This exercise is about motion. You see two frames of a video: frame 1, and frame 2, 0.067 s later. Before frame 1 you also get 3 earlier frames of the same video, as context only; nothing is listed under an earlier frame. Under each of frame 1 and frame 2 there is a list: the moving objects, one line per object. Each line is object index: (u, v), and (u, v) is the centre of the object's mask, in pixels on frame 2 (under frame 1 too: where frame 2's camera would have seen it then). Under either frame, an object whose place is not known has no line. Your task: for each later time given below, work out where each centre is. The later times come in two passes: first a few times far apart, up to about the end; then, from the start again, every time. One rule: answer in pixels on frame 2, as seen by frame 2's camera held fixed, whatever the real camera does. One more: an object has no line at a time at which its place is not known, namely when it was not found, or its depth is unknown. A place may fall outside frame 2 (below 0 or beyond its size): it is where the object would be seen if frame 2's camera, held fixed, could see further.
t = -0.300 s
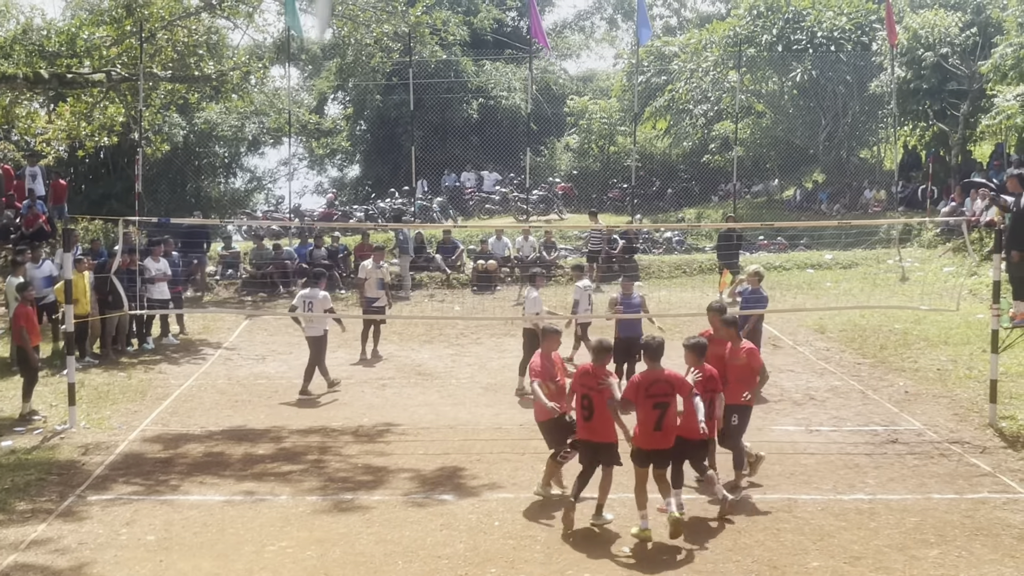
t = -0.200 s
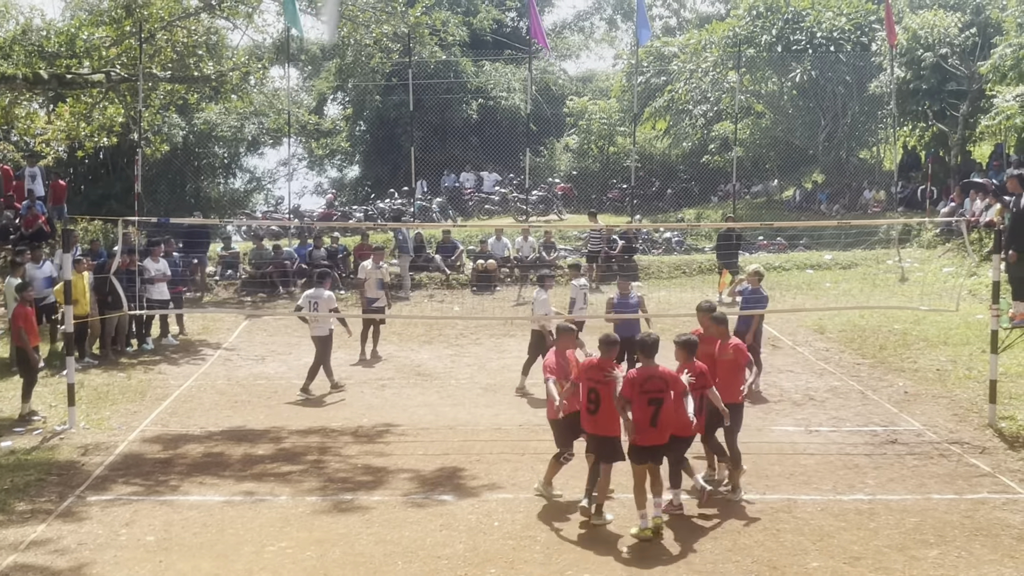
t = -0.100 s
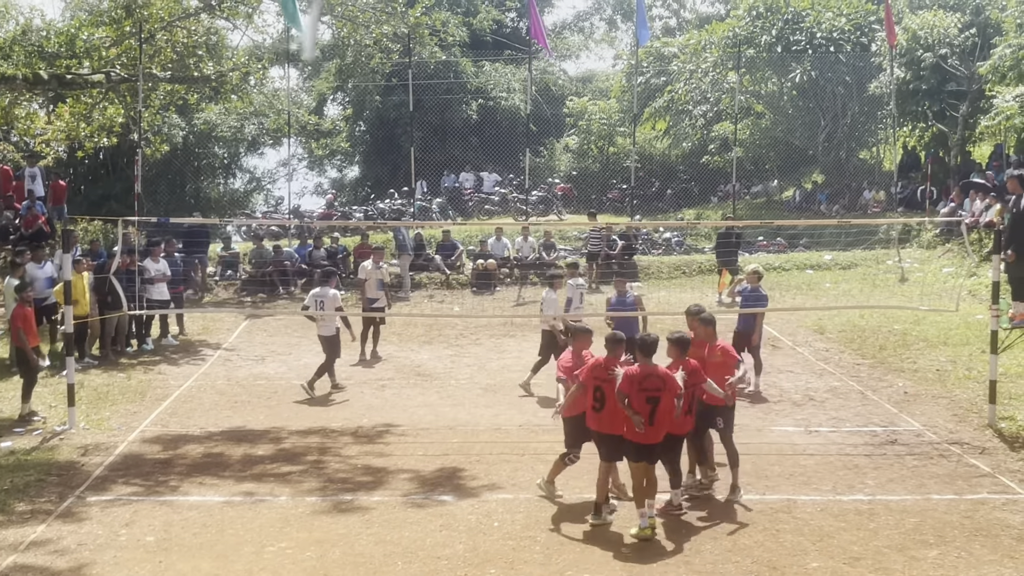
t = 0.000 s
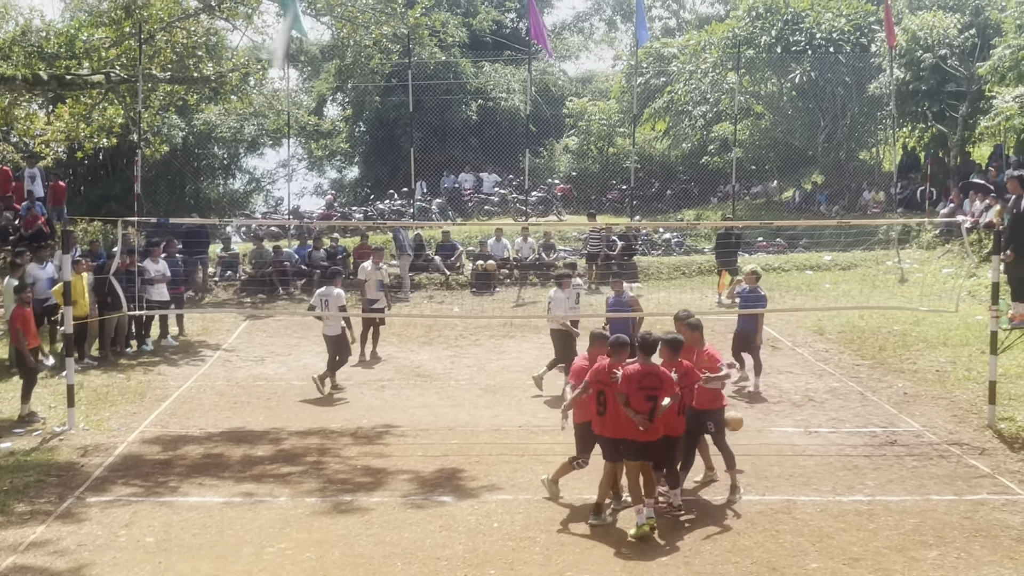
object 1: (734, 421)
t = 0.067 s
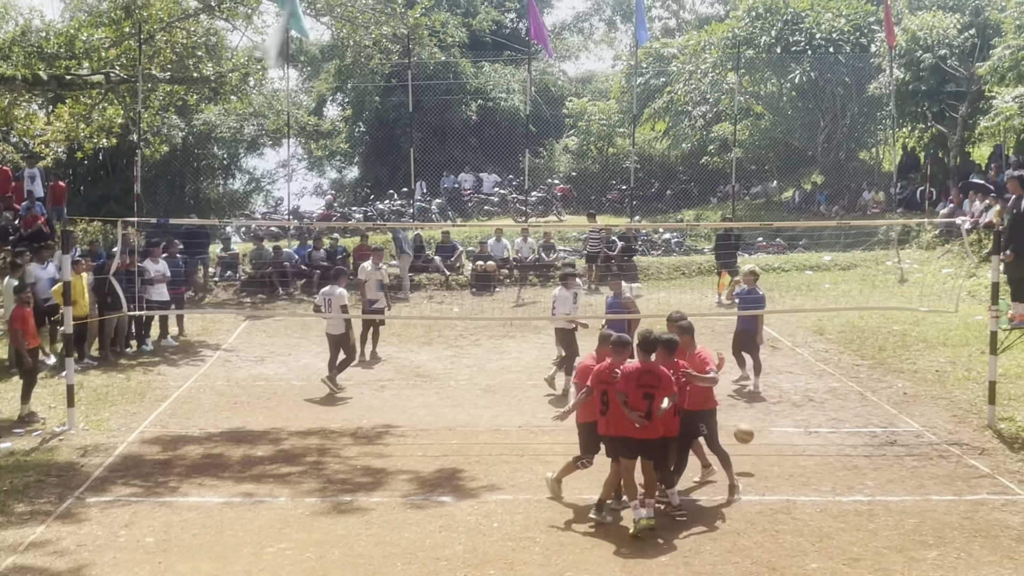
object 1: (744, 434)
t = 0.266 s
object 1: (777, 460)
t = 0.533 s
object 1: (822, 470)
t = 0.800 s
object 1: (873, 498)
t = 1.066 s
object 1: (931, 527)
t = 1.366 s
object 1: (1005, 554)
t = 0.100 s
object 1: (750, 442)
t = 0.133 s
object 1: (755, 451)
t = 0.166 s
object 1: (761, 461)
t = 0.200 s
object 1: (766, 469)
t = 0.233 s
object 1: (772, 464)
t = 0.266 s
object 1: (777, 460)
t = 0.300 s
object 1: (782, 457)
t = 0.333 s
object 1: (787, 456)
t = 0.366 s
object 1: (794, 455)
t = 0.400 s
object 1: (799, 456)
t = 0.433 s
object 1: (805, 458)
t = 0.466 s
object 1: (811, 461)
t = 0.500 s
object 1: (816, 464)
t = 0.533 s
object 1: (822, 470)
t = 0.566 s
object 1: (828, 476)
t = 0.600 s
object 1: (835, 483)
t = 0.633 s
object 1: (841, 493)
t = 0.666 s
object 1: (846, 503)
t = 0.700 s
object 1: (853, 510)
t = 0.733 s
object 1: (859, 504)
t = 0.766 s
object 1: (866, 501)
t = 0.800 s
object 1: (873, 498)
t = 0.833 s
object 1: (880, 498)
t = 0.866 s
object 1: (887, 499)
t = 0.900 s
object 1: (894, 500)
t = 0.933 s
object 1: (901, 503)
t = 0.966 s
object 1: (909, 507)
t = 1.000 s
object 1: (916, 512)
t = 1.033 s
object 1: (923, 519)
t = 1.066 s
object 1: (931, 527)
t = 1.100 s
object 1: (938, 537)
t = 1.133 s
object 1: (946, 549)
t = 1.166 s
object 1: (953, 546)
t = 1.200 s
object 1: (962, 543)
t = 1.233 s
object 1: (970, 542)
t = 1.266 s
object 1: (979, 543)
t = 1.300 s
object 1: (988, 545)
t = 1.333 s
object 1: (997, 549)
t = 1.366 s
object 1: (1005, 554)
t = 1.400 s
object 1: (1011, 559)
